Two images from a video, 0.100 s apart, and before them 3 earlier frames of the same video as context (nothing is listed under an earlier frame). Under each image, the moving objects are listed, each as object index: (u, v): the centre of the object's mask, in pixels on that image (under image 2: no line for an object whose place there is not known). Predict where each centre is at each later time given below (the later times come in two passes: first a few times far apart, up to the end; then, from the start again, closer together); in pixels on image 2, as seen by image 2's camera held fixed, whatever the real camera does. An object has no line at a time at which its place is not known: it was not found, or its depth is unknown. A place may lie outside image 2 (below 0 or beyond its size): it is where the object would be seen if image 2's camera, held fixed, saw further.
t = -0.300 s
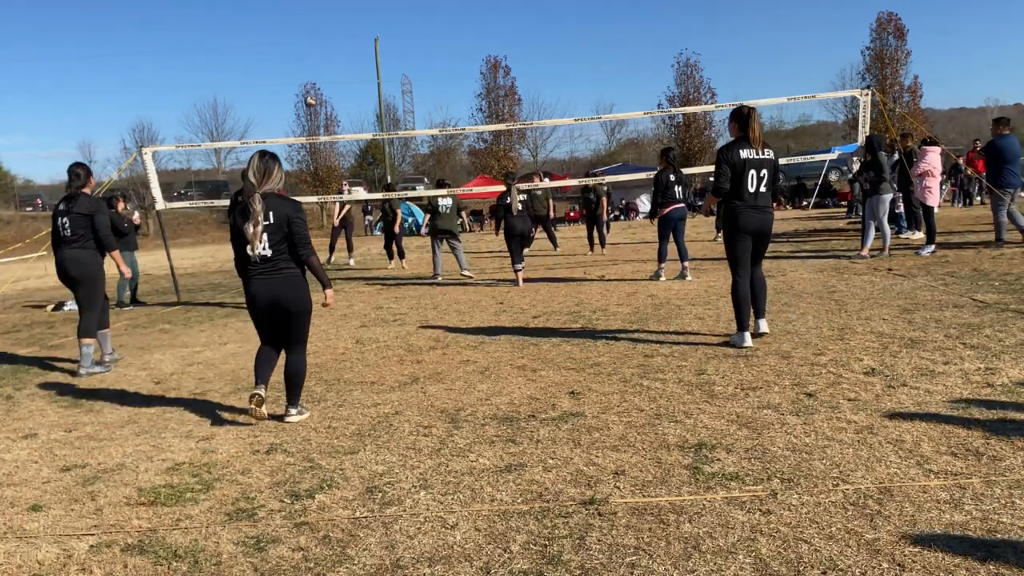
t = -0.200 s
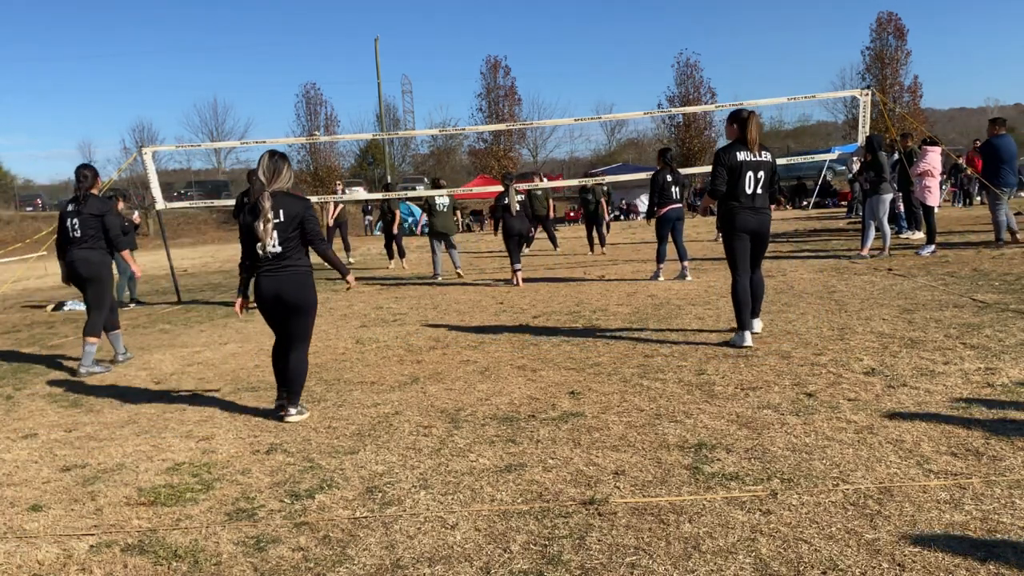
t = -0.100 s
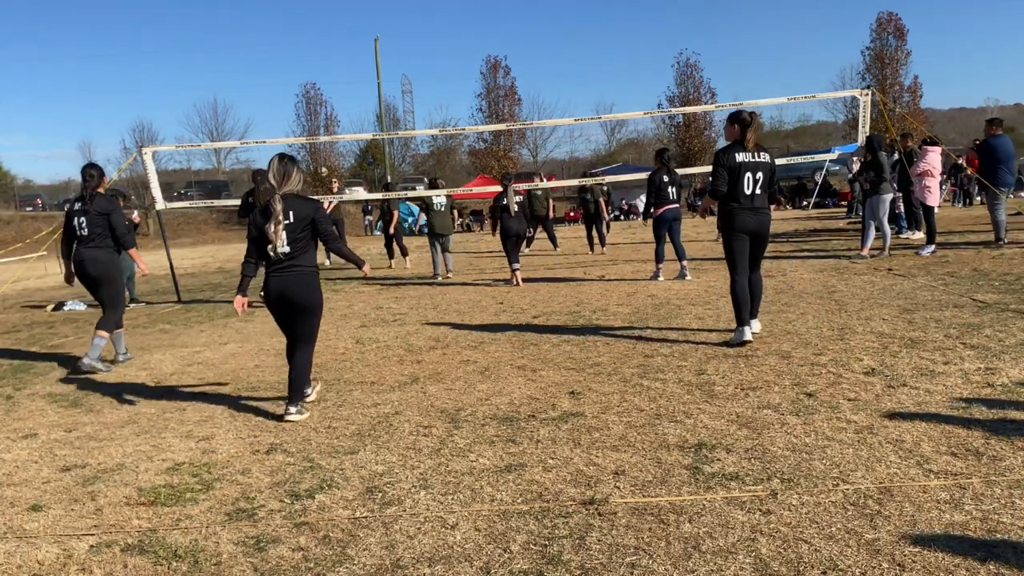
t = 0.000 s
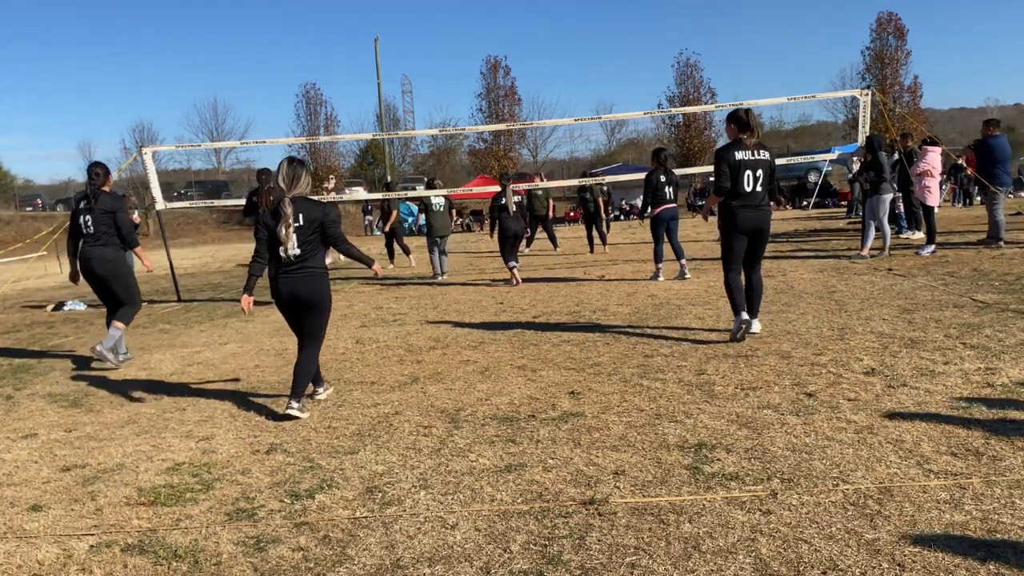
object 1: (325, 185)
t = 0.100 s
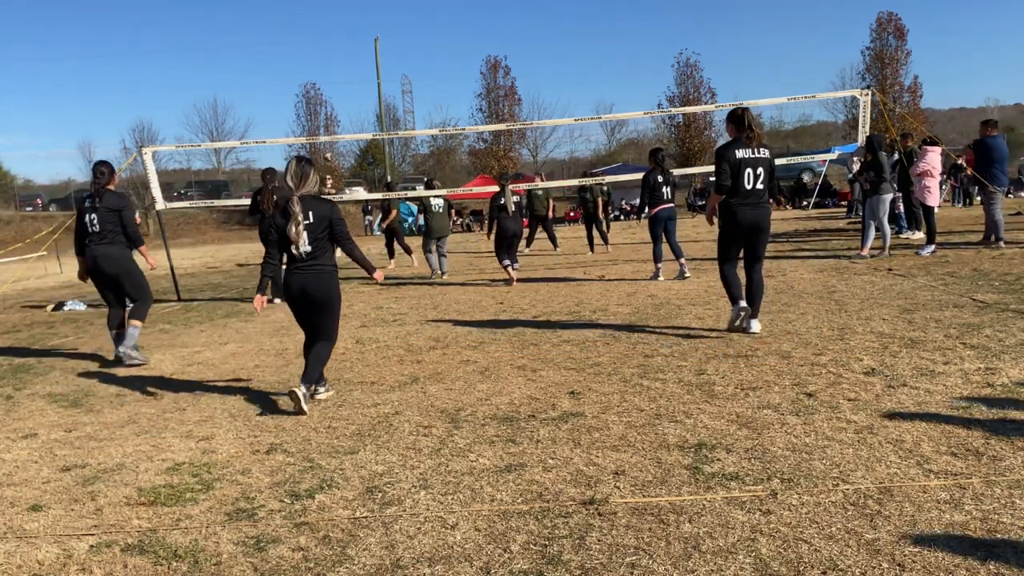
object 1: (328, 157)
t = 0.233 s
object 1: (331, 122)
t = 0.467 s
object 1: (338, 82)
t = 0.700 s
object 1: (350, 68)
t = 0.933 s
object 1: (364, 85)
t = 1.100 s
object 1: (377, 116)
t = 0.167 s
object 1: (330, 137)
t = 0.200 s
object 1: (330, 130)
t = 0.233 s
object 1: (331, 122)
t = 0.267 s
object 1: (331, 115)
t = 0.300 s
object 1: (332, 108)
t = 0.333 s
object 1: (333, 101)
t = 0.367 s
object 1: (334, 96)
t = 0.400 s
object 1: (335, 90)
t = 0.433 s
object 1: (337, 85)
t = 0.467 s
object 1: (338, 82)
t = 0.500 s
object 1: (339, 78)
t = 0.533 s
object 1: (341, 75)
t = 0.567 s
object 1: (343, 72)
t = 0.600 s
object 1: (344, 70)
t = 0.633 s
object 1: (346, 69)
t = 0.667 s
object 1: (348, 68)
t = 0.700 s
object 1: (350, 68)
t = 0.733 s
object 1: (351, 68)
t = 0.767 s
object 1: (353, 70)
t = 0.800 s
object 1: (356, 71)
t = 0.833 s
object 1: (358, 74)
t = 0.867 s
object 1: (360, 77)
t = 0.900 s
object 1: (362, 80)
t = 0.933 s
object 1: (364, 85)
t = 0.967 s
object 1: (366, 90)
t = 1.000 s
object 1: (369, 96)
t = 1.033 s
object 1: (372, 102)
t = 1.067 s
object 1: (374, 109)
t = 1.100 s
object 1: (377, 116)
